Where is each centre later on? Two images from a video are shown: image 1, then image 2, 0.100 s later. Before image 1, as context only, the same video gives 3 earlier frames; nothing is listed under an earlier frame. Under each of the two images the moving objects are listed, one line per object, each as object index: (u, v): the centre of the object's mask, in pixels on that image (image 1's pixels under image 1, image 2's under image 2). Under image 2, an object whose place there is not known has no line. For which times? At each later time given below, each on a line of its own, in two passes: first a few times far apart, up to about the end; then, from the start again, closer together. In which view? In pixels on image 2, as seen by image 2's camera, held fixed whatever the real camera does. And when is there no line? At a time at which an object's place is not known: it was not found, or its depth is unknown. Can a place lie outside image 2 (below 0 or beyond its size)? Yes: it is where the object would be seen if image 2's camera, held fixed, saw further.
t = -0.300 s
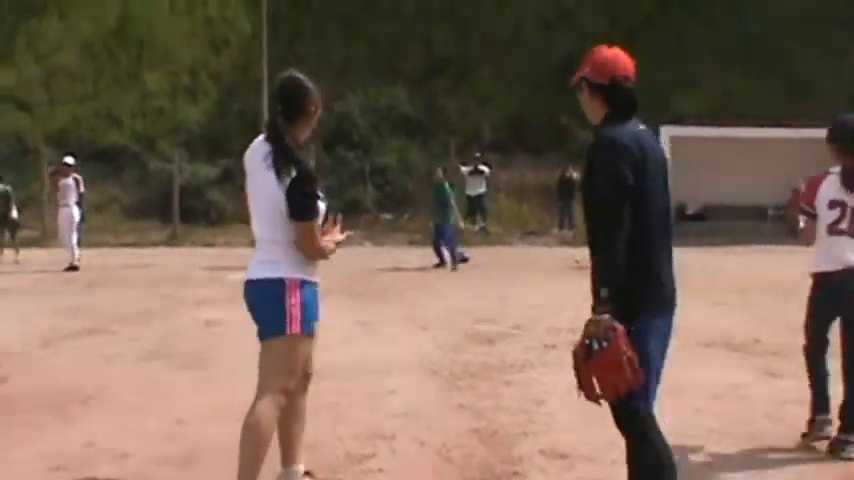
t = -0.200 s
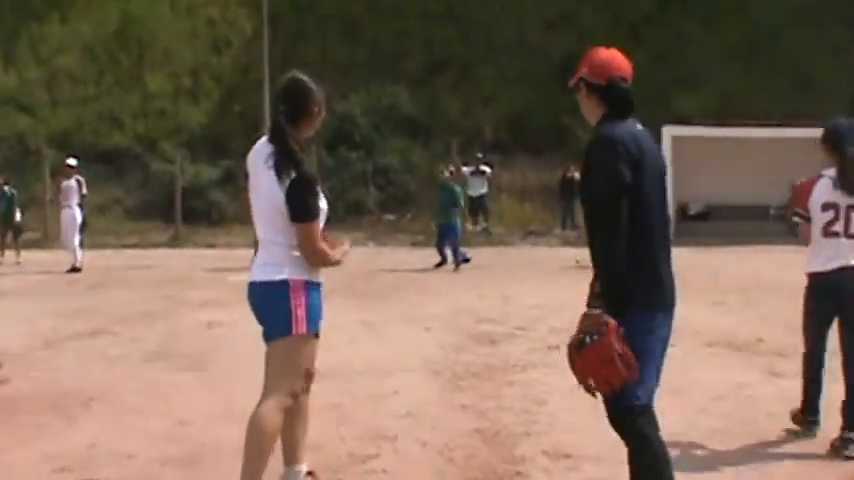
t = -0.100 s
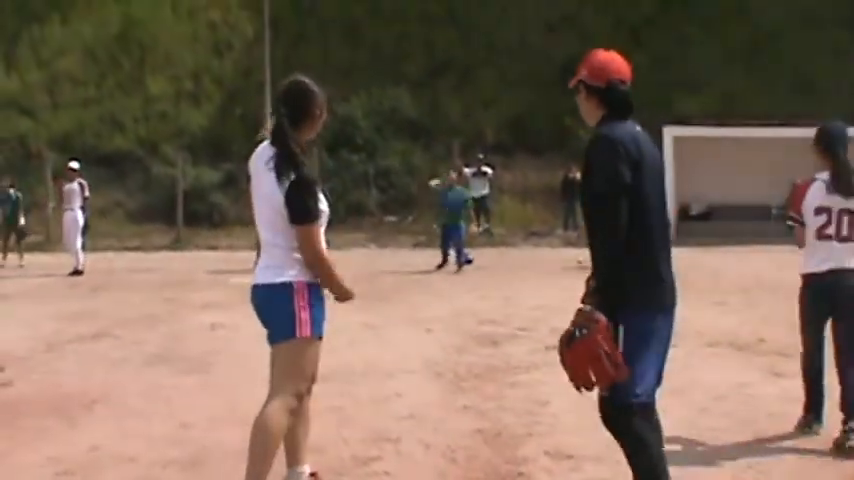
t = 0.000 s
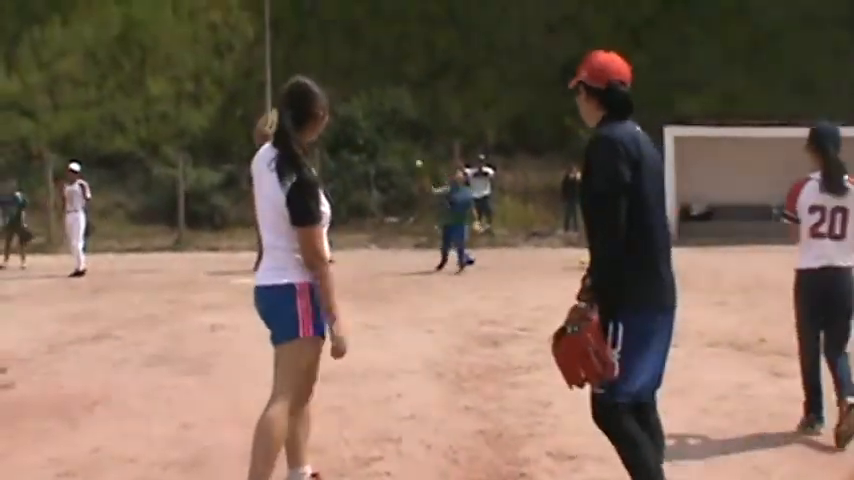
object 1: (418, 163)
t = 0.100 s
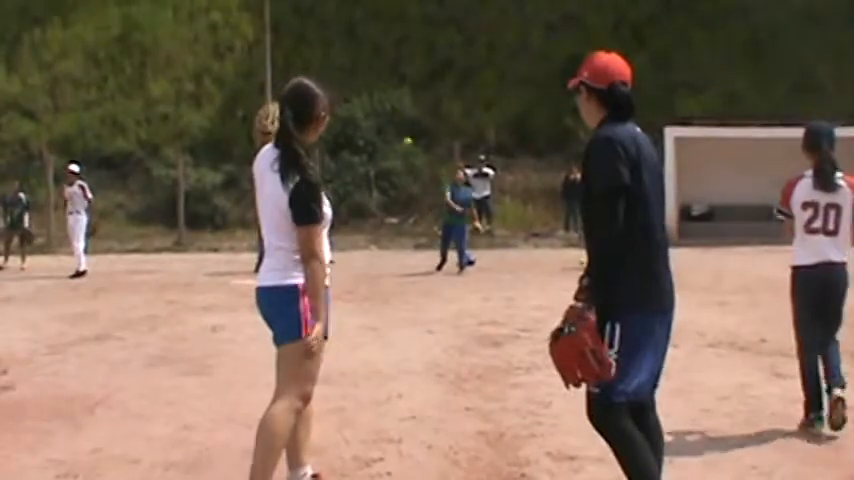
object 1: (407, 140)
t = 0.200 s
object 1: (391, 121)
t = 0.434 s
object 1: (353, 94)
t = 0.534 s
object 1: (327, 97)
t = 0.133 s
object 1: (403, 133)
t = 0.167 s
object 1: (398, 127)
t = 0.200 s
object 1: (391, 121)
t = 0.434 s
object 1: (353, 94)
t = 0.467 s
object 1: (345, 93)
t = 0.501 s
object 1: (337, 95)
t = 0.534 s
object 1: (327, 97)
